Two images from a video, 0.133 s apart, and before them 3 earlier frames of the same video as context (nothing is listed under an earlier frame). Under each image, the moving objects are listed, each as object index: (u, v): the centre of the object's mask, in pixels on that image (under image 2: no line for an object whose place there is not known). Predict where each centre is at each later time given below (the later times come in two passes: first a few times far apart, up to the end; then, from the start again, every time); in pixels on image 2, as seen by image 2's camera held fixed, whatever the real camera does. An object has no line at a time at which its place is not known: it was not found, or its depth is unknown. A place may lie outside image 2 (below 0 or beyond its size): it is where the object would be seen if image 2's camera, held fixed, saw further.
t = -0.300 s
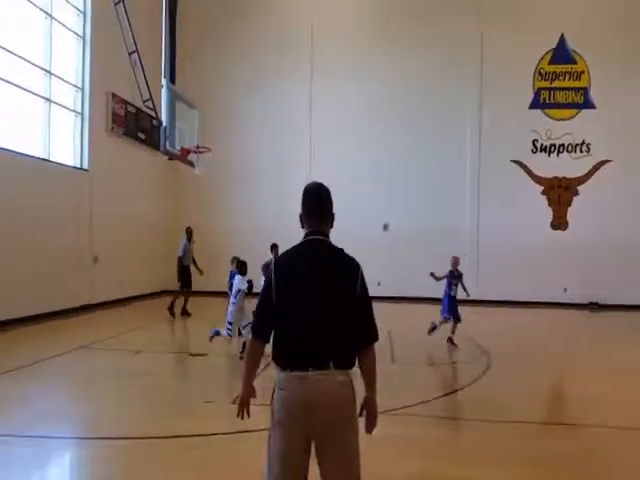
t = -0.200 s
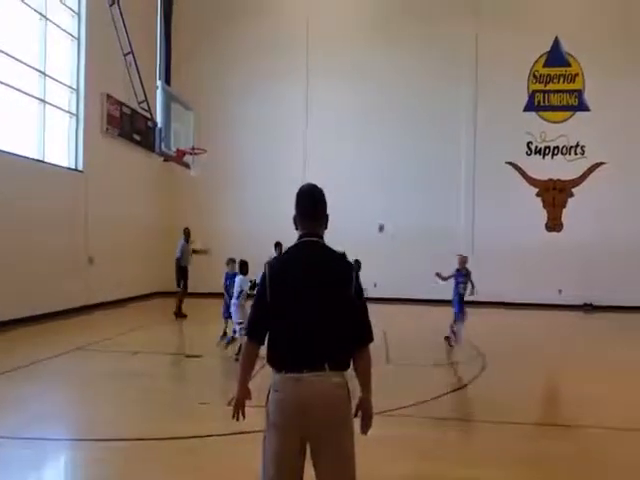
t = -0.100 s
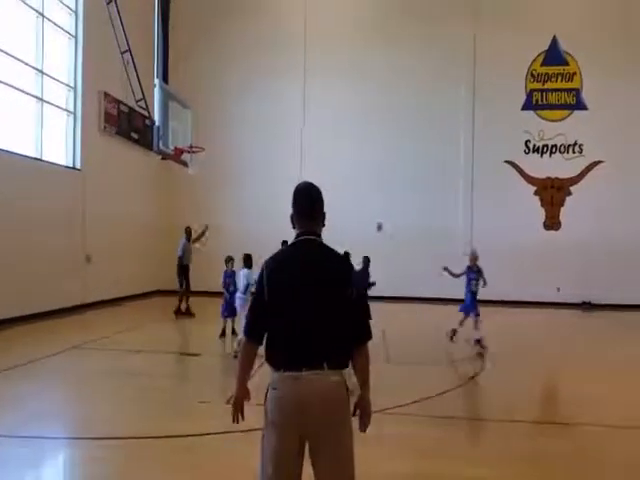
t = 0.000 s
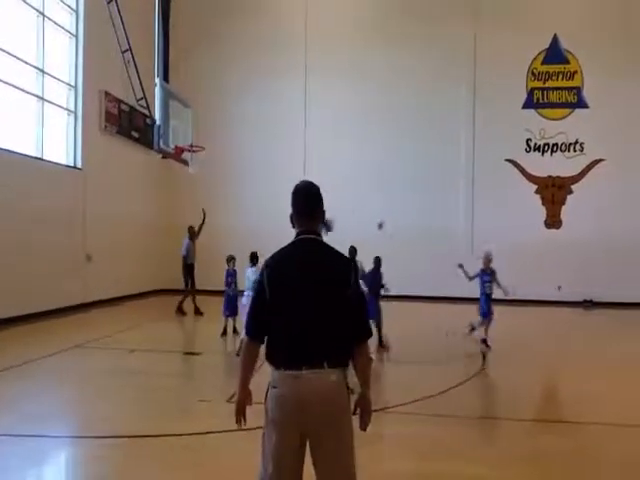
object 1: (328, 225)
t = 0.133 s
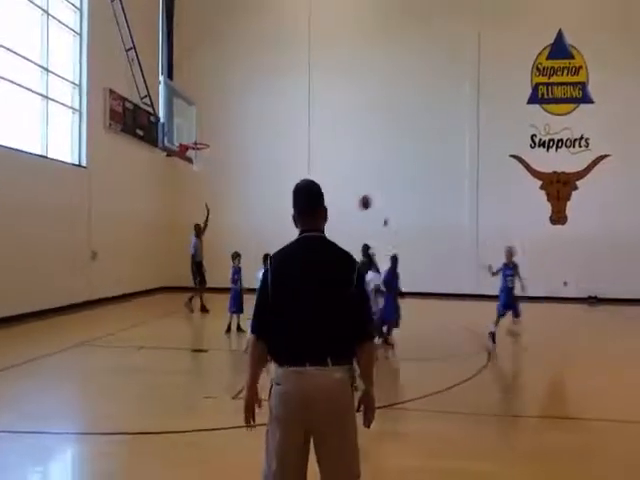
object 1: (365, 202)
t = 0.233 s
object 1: (389, 194)
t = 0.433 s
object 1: (441, 197)
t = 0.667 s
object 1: (502, 236)
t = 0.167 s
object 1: (373, 199)
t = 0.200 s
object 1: (381, 196)
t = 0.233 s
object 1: (389, 194)
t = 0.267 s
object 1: (398, 193)
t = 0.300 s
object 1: (406, 192)
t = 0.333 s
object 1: (416, 192)
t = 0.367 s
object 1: (424, 193)
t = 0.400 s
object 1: (433, 195)
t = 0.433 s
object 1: (441, 197)
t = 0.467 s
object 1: (450, 201)
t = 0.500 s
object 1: (459, 205)
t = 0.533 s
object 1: (467, 209)
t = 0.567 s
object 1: (475, 215)
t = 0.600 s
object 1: (484, 221)
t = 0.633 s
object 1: (493, 228)
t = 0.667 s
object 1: (502, 236)
